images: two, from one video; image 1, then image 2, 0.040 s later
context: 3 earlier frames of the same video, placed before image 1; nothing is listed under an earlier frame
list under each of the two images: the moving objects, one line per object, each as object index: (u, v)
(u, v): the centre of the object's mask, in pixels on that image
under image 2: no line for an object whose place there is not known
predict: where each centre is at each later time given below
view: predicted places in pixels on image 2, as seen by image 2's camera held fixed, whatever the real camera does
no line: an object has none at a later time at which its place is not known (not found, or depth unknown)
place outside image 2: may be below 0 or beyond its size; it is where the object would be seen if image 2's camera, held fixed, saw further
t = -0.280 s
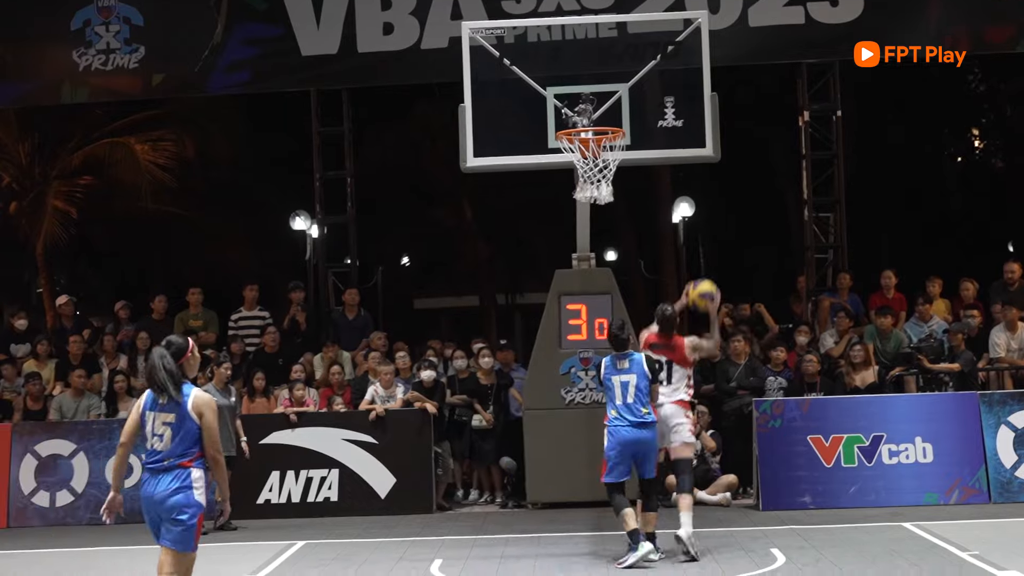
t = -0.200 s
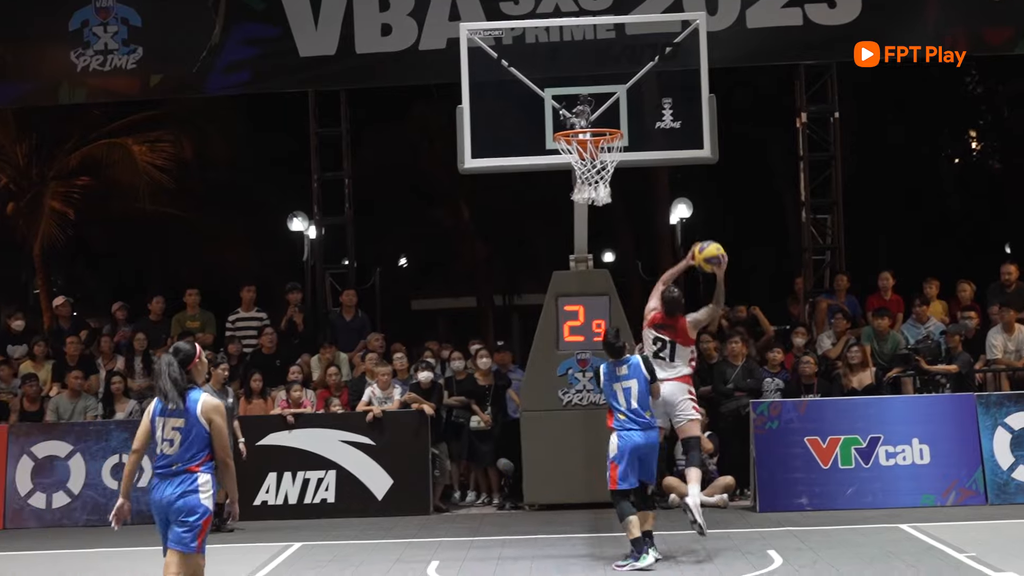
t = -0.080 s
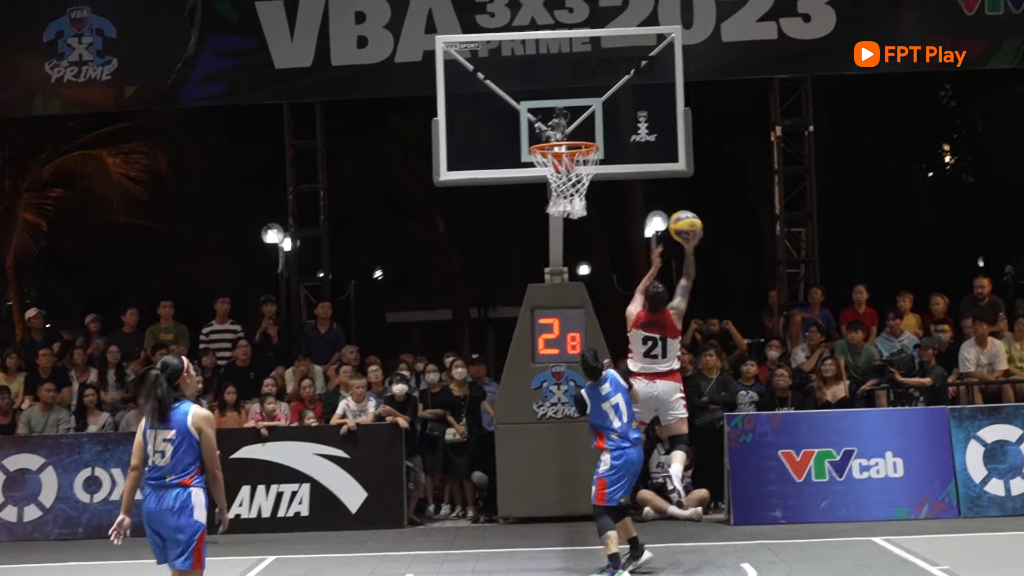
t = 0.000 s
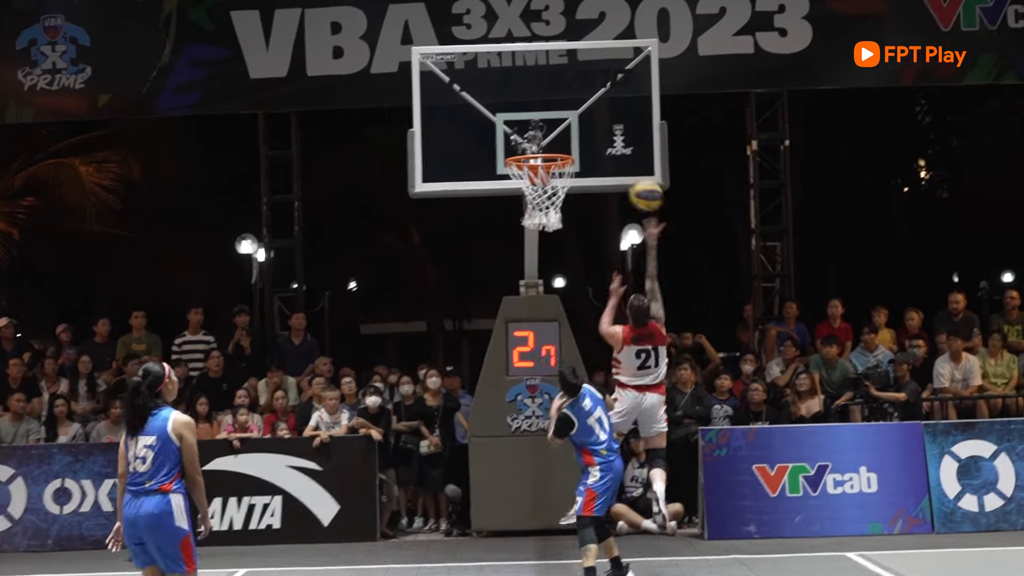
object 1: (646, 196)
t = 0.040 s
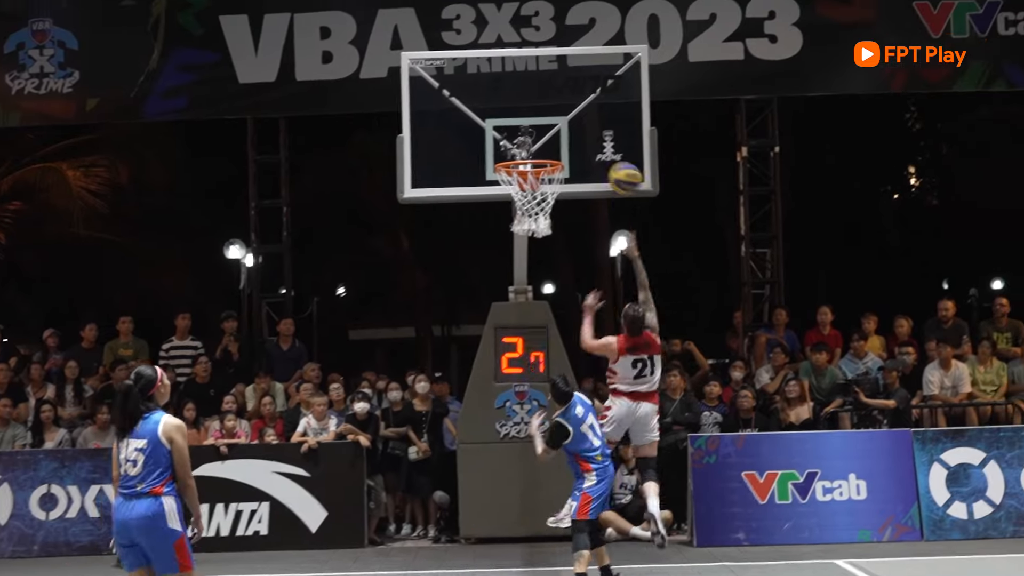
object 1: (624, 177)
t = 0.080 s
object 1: (617, 162)
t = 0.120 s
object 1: (612, 152)
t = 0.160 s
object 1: (608, 145)
